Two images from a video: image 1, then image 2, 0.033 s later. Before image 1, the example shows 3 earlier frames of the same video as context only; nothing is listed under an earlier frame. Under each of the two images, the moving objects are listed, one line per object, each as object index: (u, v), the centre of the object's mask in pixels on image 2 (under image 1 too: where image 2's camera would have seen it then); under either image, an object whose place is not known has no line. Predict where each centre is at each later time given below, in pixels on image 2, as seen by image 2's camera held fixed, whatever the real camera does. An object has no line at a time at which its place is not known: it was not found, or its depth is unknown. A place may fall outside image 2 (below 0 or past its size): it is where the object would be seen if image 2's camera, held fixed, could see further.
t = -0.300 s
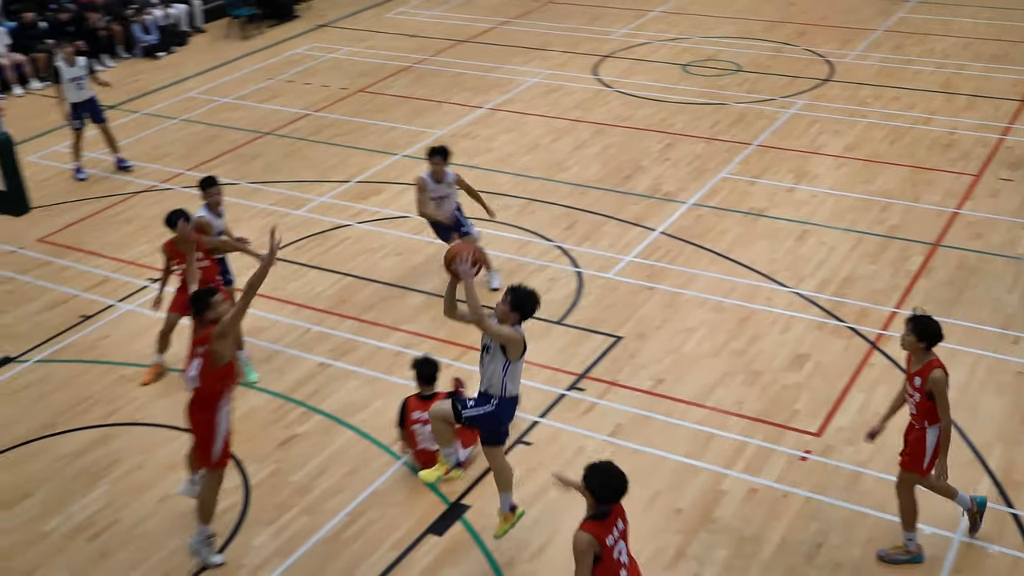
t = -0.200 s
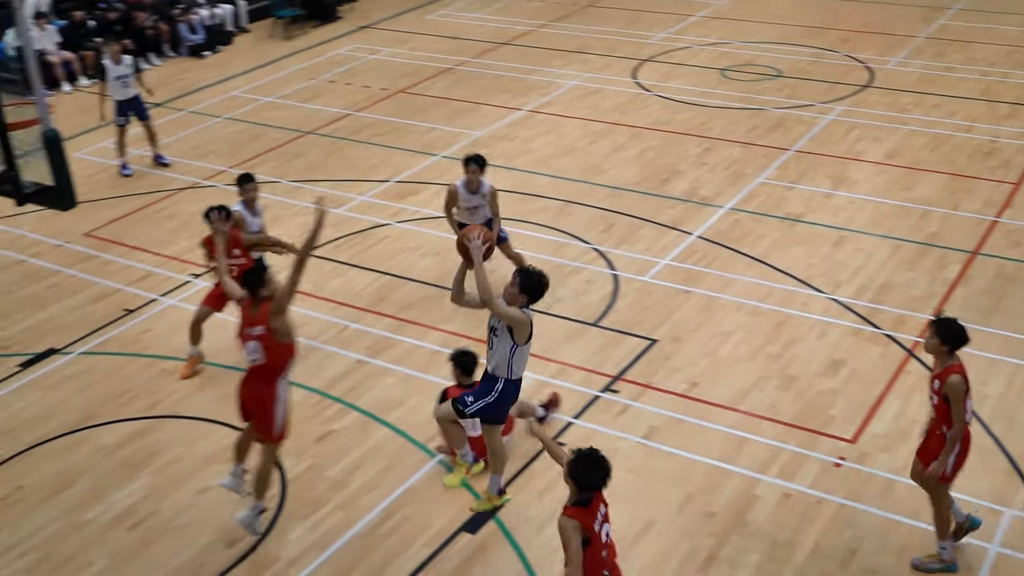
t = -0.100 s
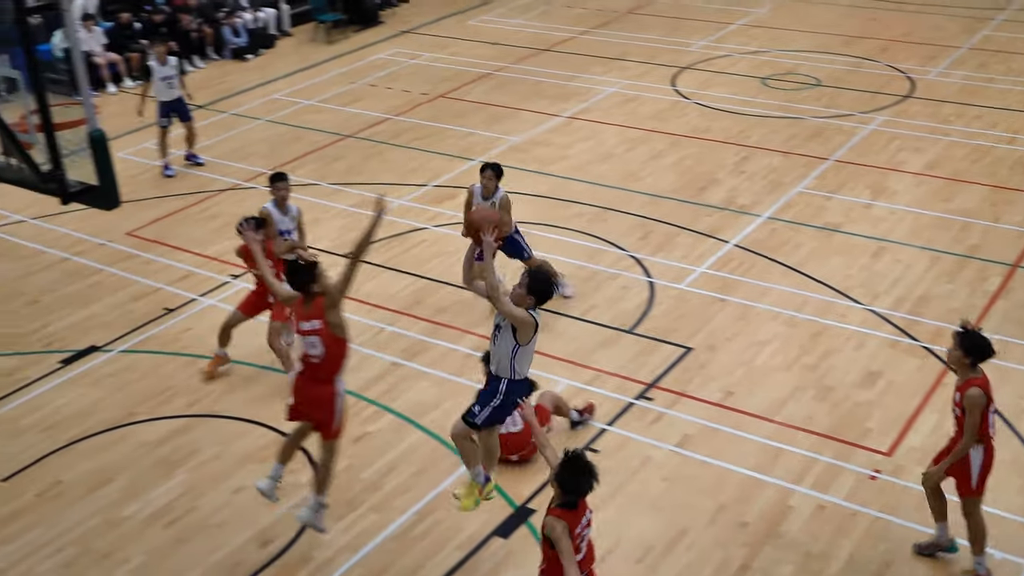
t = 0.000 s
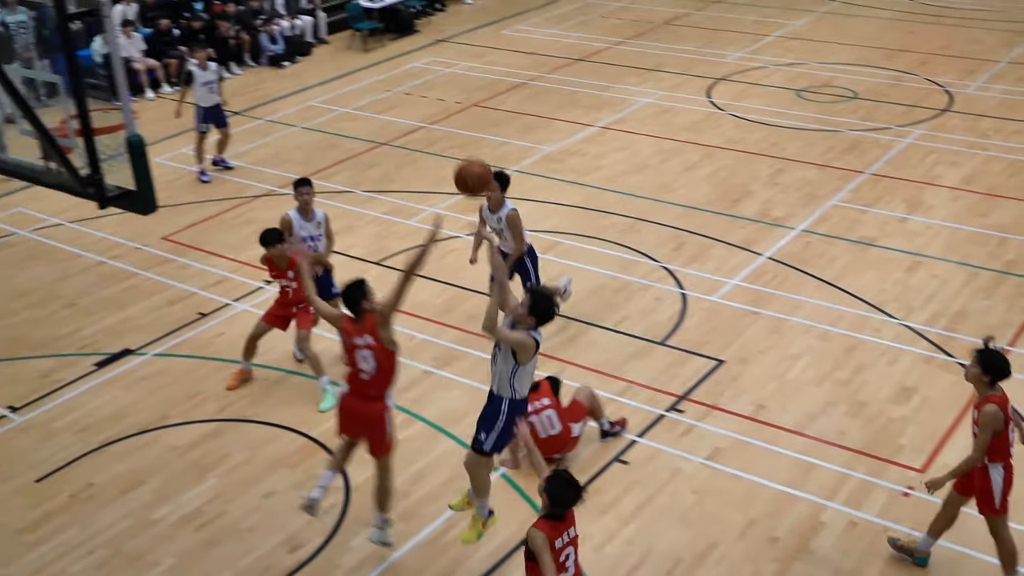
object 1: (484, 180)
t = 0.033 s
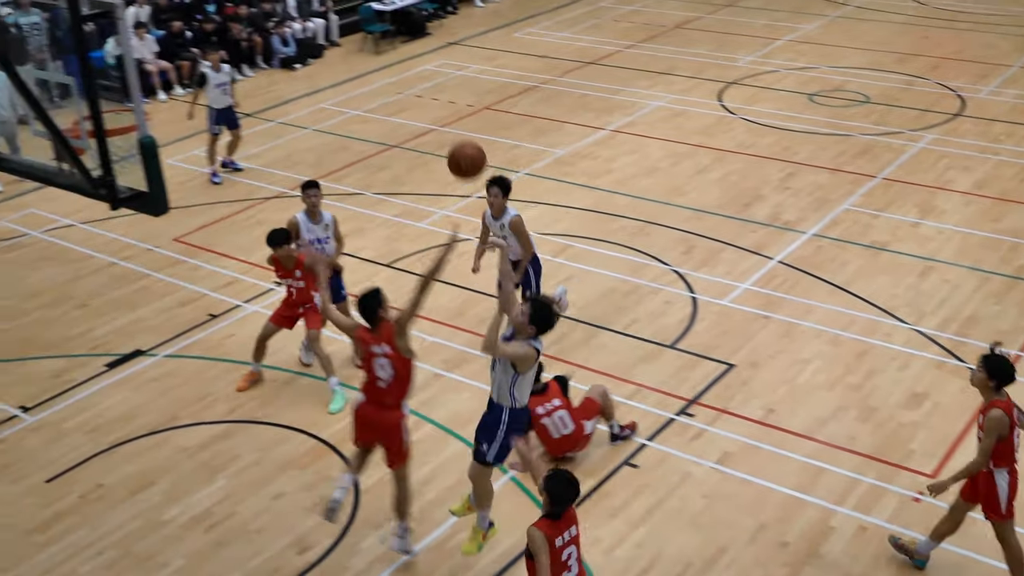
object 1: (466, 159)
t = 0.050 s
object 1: (457, 150)
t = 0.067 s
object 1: (448, 141)
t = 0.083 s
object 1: (438, 132)
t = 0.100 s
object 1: (430, 123)
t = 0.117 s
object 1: (422, 116)
